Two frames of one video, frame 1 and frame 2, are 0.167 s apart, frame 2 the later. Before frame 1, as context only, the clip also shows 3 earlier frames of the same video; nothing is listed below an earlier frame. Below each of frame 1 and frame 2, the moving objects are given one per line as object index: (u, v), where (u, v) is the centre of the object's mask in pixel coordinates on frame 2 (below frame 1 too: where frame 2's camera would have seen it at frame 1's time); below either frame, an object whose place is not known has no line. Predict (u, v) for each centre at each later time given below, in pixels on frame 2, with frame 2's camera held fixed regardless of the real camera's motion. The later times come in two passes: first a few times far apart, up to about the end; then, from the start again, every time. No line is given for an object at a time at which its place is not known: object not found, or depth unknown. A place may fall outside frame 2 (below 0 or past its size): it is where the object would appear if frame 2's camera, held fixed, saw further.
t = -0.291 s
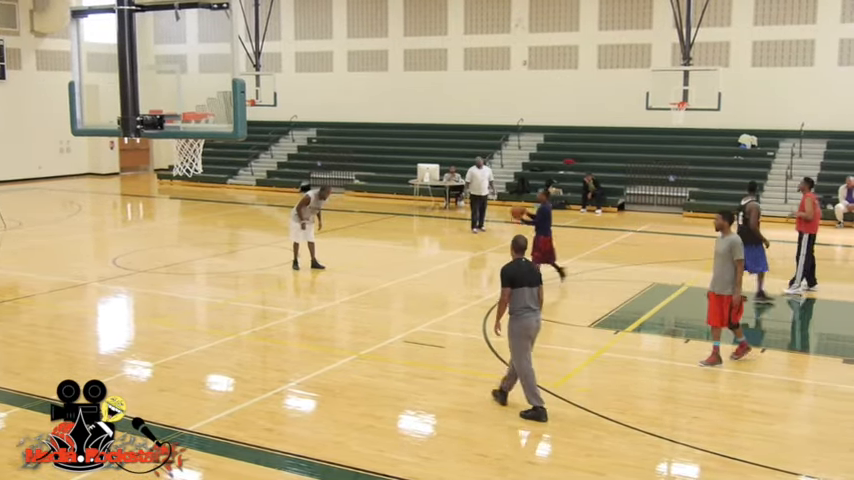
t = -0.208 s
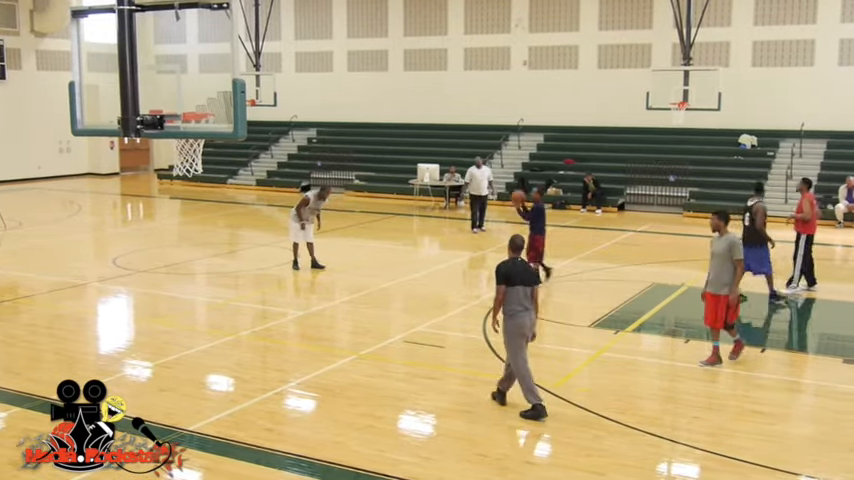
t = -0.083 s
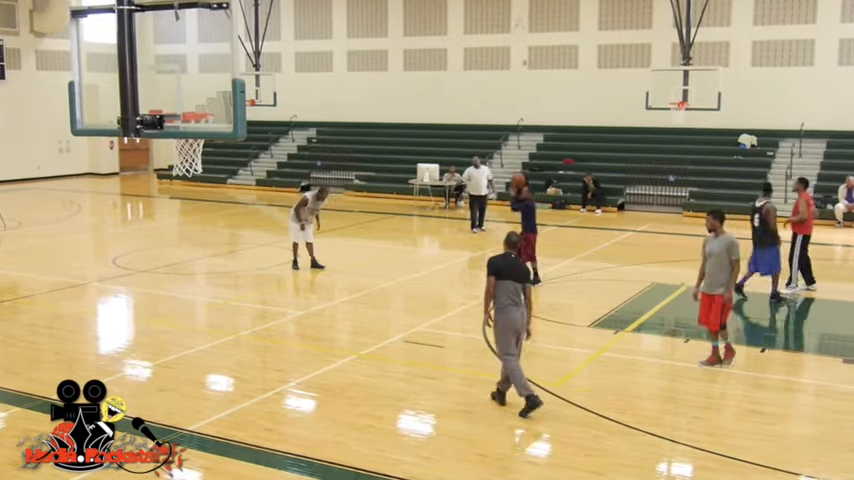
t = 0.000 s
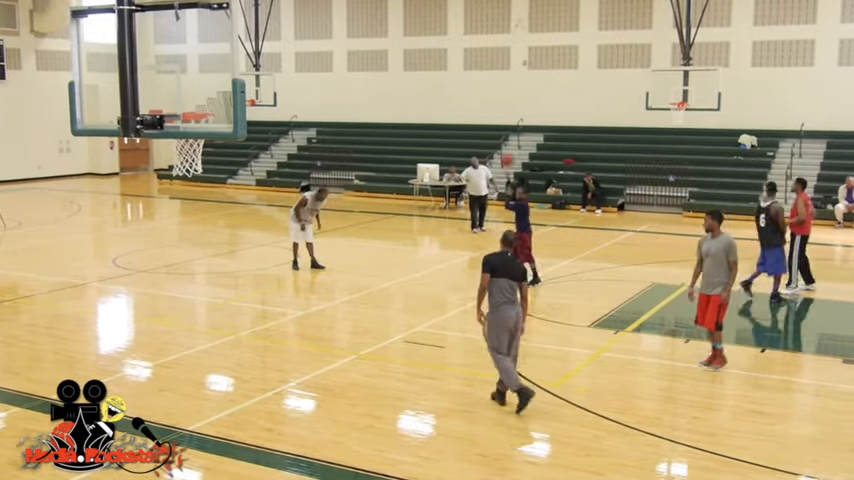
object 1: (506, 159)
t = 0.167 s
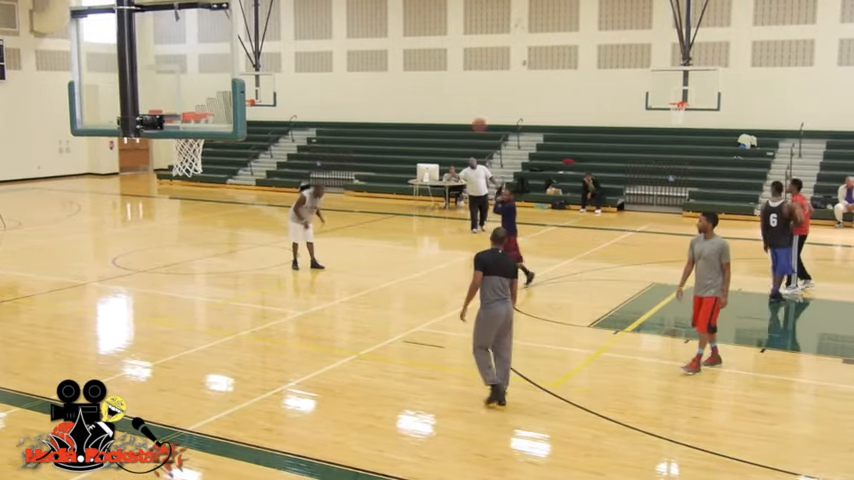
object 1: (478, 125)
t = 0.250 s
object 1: (465, 113)
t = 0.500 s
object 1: (424, 103)
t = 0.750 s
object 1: (386, 128)
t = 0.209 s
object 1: (472, 119)
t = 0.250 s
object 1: (465, 113)
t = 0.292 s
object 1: (458, 109)
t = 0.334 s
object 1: (451, 106)
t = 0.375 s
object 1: (444, 104)
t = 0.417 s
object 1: (438, 103)
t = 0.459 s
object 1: (431, 103)
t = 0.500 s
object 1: (424, 103)
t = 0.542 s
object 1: (418, 105)
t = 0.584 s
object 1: (411, 108)
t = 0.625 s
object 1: (405, 111)
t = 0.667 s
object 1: (399, 117)
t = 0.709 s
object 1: (392, 122)
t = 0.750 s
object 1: (386, 128)
